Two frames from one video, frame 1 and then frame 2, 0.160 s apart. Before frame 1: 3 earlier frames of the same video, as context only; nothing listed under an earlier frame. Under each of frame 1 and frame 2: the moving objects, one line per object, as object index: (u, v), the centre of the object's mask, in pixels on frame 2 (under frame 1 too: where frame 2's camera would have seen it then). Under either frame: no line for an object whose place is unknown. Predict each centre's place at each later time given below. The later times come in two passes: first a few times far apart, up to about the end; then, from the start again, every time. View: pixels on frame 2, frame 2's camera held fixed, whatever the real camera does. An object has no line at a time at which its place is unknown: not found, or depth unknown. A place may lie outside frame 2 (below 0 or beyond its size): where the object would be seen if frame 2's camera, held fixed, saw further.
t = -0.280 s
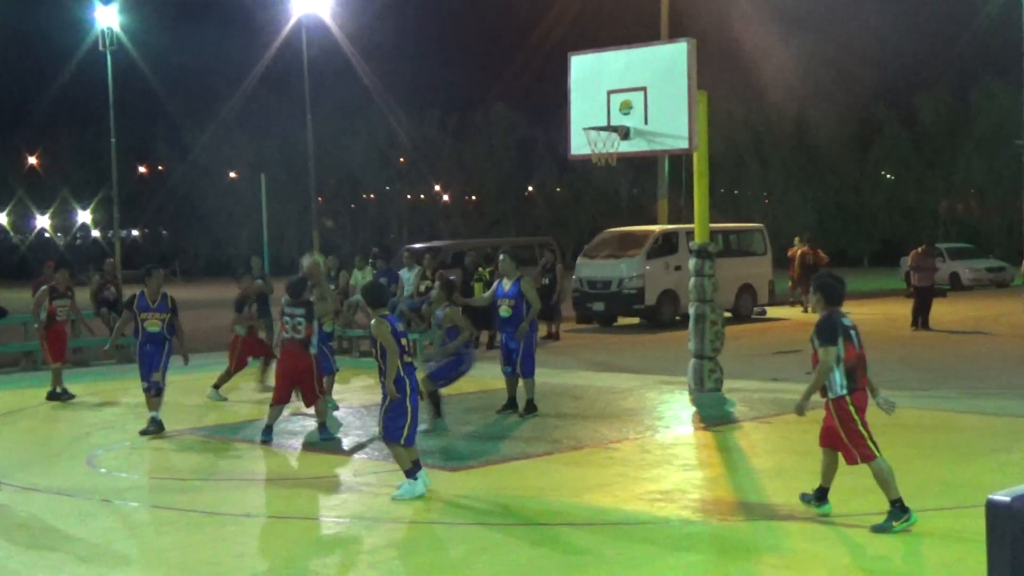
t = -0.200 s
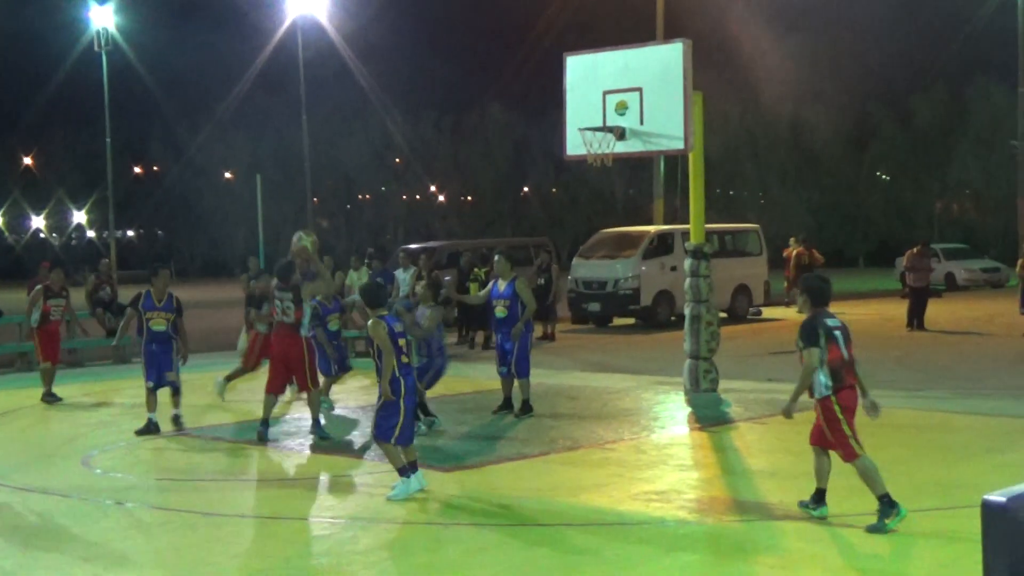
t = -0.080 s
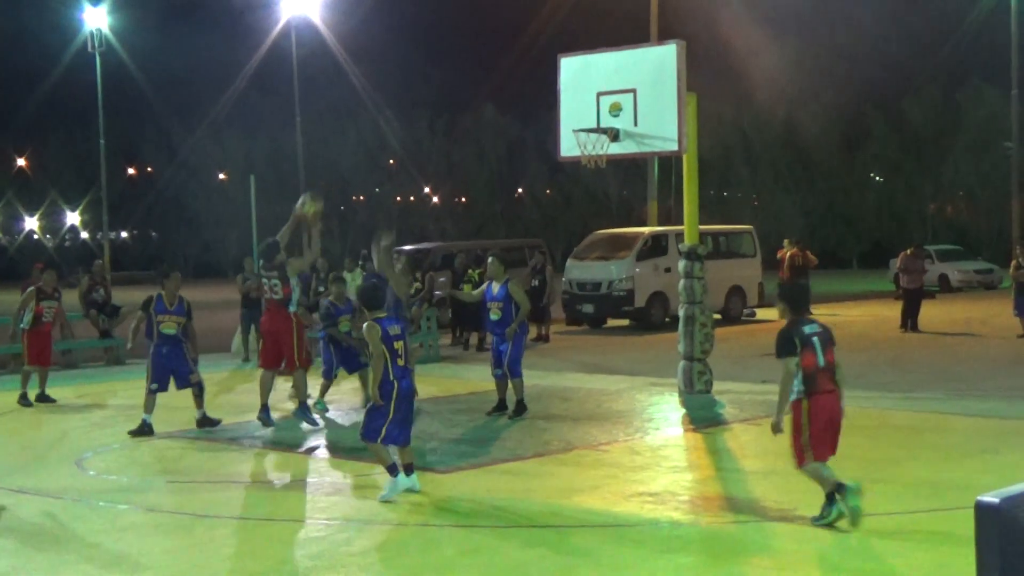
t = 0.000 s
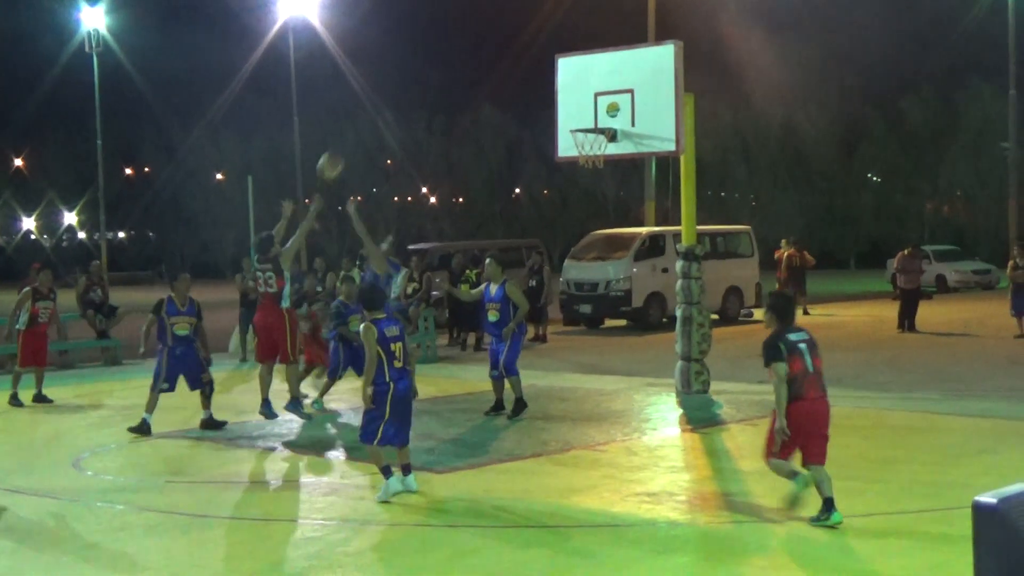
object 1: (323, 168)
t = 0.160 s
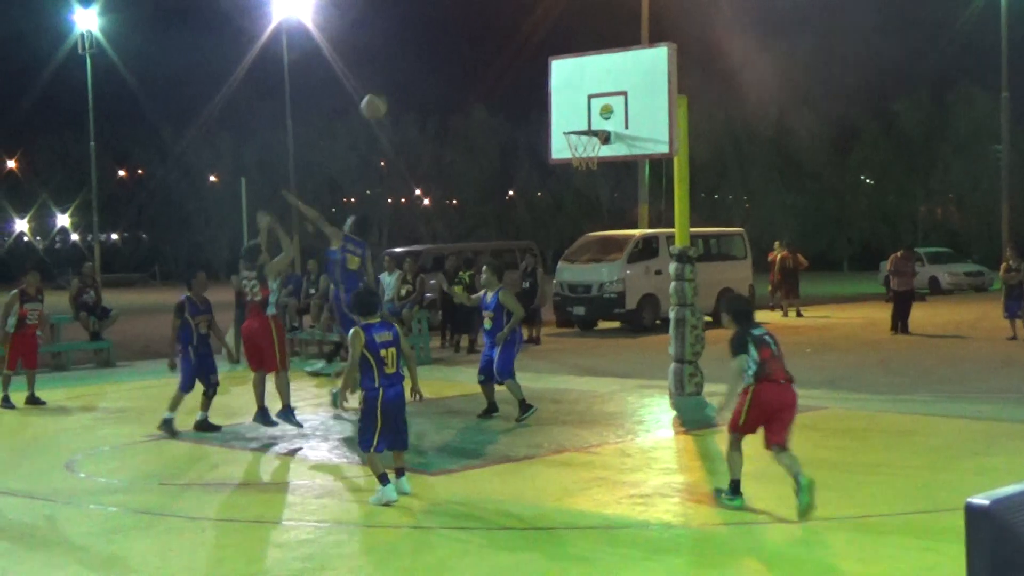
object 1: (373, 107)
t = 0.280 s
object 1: (410, 77)
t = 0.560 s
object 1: (490, 68)
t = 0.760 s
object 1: (543, 104)
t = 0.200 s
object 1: (386, 95)
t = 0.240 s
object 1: (398, 86)
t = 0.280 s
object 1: (410, 77)
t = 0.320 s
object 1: (422, 72)
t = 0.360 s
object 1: (434, 67)
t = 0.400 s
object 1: (445, 64)
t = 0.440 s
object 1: (457, 62)
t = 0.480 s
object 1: (468, 63)
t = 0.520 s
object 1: (479, 65)
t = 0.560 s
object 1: (490, 68)
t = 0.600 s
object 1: (501, 72)
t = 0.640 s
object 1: (512, 78)
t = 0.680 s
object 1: (522, 85)
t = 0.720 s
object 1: (533, 94)
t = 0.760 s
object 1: (543, 104)
